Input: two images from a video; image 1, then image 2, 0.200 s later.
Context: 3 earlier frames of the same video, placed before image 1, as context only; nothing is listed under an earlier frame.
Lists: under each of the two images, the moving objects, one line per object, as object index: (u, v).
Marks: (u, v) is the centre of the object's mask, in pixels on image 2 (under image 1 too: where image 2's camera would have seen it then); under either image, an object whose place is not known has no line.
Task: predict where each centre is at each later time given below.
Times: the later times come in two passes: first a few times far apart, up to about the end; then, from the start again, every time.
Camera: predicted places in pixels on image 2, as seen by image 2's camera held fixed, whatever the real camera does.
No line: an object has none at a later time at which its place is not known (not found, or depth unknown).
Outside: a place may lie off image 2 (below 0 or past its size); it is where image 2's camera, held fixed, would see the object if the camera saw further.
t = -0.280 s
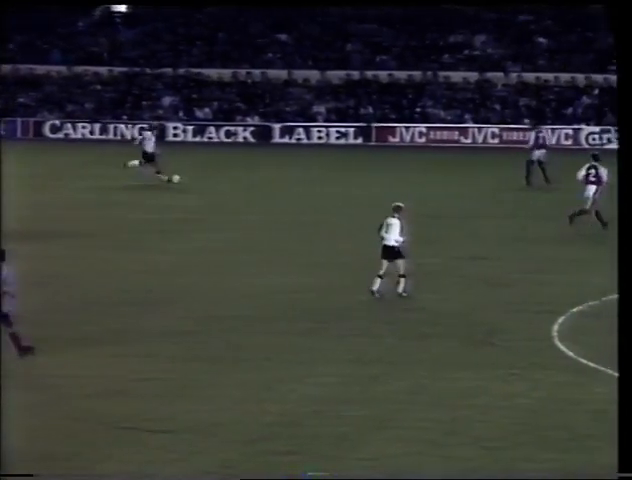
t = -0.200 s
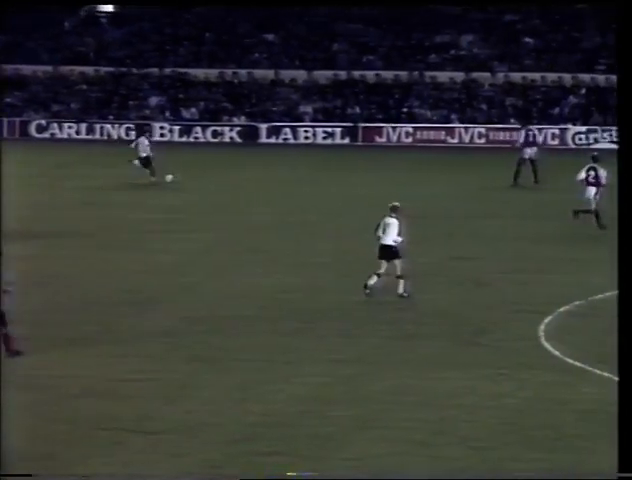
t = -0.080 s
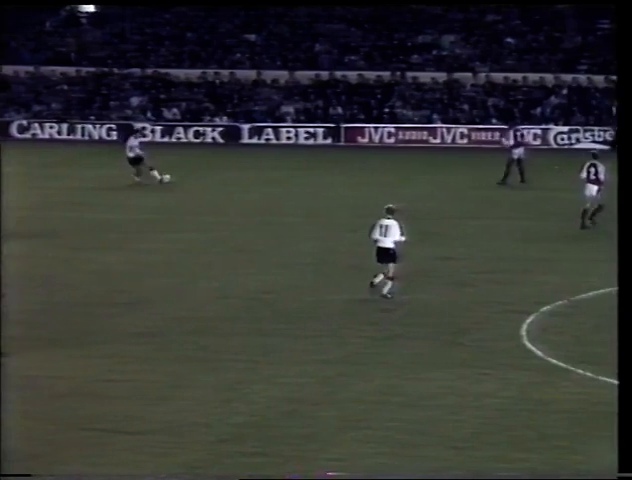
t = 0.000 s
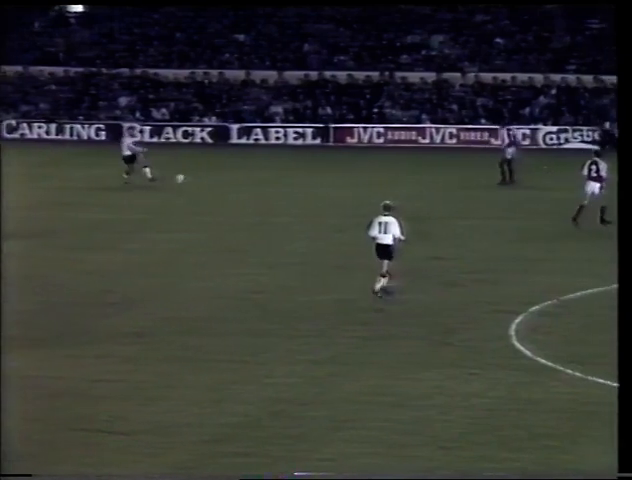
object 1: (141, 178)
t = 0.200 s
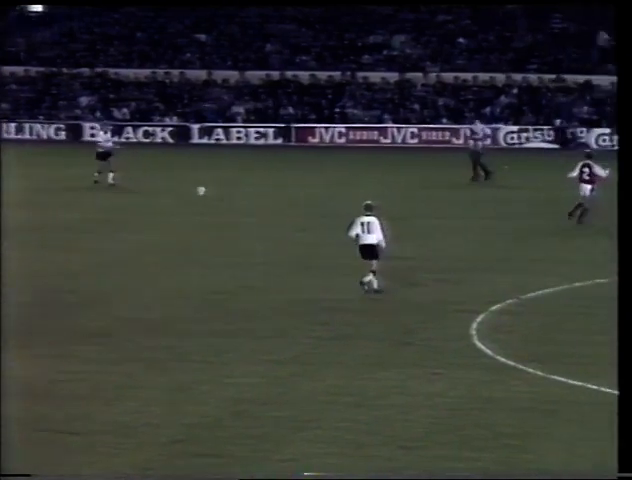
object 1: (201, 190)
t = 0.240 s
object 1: (213, 196)
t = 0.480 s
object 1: (276, 209)
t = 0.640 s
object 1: (313, 221)
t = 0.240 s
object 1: (213, 196)
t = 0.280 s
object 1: (225, 201)
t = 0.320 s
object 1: (236, 207)
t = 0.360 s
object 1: (247, 210)
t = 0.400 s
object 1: (256, 209)
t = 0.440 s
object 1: (266, 208)
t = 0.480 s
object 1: (276, 209)
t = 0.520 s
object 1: (285, 211)
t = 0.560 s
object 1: (294, 214)
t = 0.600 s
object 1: (304, 216)
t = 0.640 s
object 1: (313, 221)
